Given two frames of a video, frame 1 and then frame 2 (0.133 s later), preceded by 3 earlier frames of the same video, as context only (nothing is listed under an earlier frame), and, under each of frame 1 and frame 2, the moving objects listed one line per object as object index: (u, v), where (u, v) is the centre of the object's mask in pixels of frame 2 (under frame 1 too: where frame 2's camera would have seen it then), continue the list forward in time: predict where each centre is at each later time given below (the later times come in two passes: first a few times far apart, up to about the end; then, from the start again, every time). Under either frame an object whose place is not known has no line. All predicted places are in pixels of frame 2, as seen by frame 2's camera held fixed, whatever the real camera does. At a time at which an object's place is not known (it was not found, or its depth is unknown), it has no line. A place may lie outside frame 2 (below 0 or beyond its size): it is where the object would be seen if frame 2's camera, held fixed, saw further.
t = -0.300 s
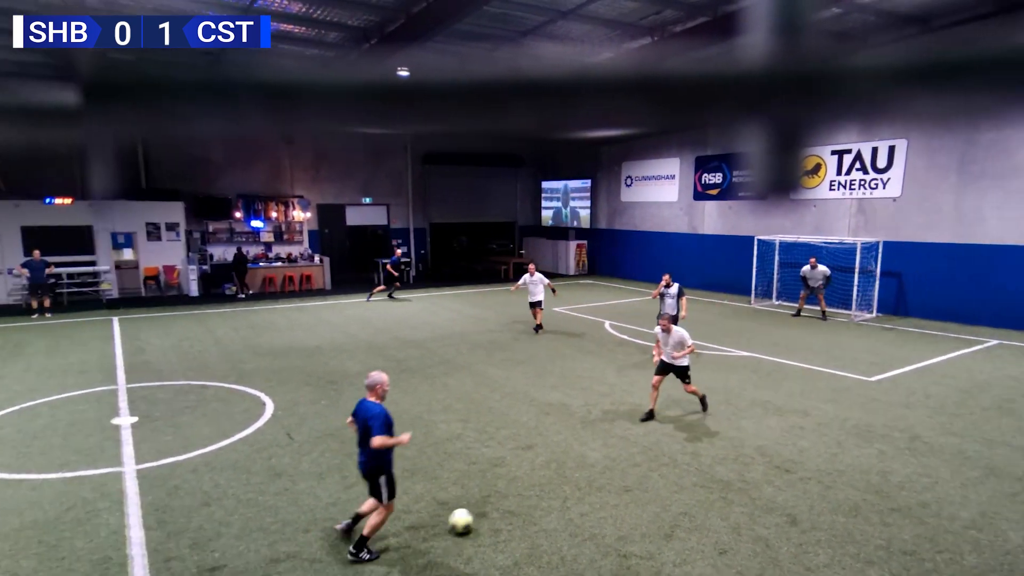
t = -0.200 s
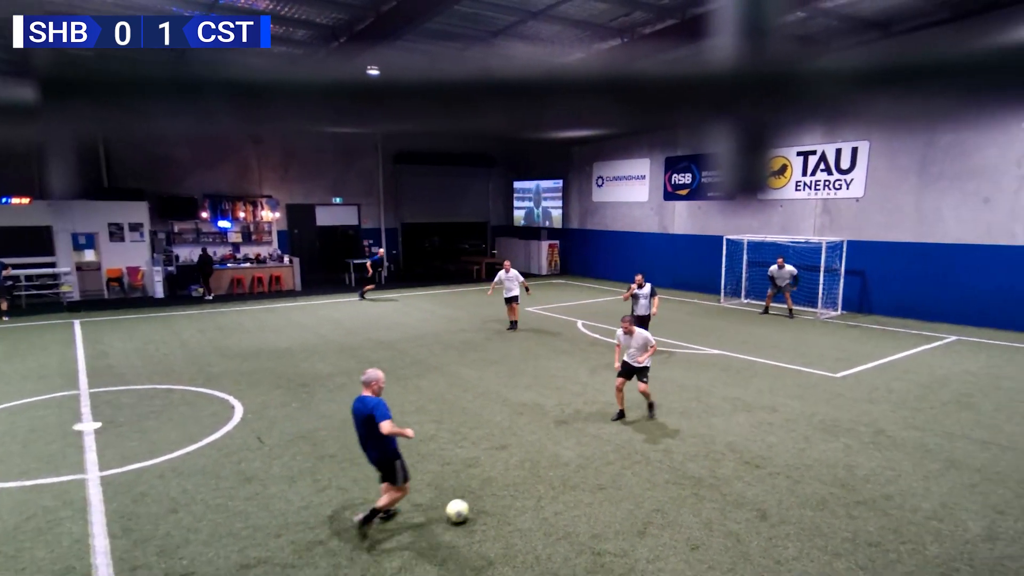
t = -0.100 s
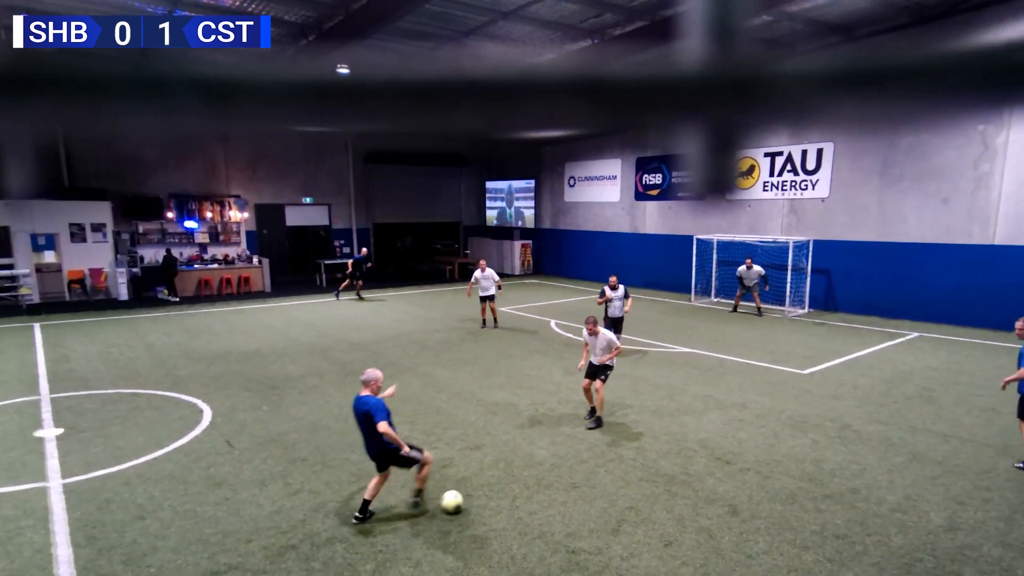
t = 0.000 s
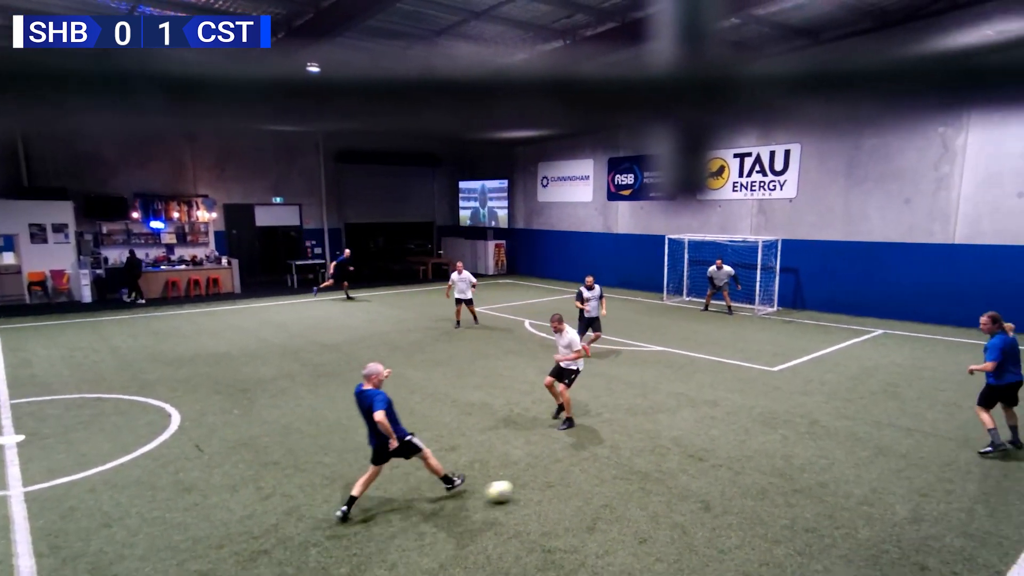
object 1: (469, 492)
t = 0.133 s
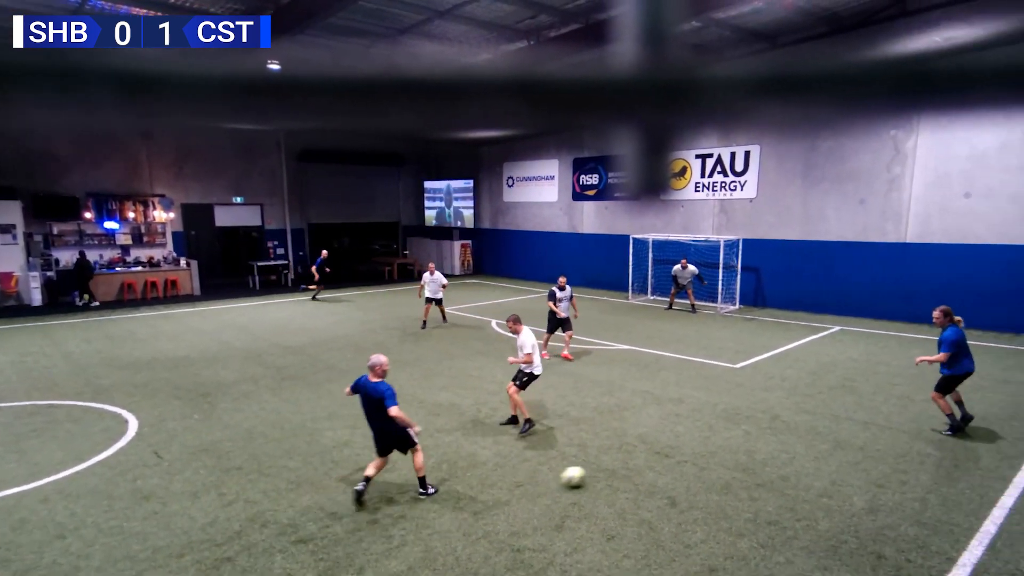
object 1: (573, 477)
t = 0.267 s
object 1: (658, 464)
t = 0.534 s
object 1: (784, 440)
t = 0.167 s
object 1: (596, 473)
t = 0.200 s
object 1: (617, 469)
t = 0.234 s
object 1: (637, 466)
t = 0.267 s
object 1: (658, 464)
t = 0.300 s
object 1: (677, 460)
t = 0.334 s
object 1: (694, 455)
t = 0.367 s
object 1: (710, 452)
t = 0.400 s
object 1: (727, 450)
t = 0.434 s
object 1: (743, 448)
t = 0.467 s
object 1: (758, 447)
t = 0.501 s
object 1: (770, 443)
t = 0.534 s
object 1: (784, 440)
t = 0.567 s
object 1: (797, 439)
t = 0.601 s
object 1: (808, 437)
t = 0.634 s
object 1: (820, 435)
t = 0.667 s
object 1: (831, 432)
